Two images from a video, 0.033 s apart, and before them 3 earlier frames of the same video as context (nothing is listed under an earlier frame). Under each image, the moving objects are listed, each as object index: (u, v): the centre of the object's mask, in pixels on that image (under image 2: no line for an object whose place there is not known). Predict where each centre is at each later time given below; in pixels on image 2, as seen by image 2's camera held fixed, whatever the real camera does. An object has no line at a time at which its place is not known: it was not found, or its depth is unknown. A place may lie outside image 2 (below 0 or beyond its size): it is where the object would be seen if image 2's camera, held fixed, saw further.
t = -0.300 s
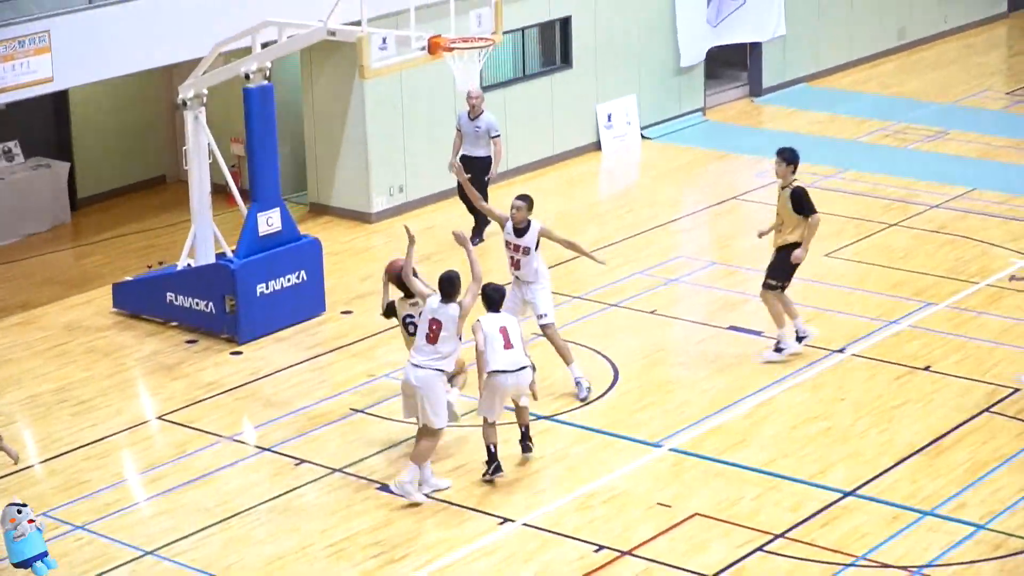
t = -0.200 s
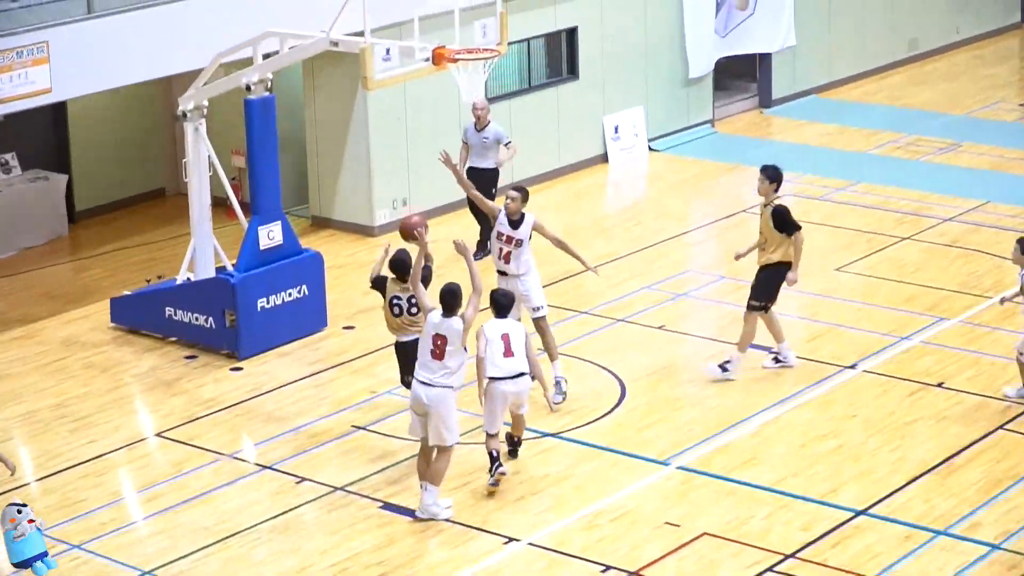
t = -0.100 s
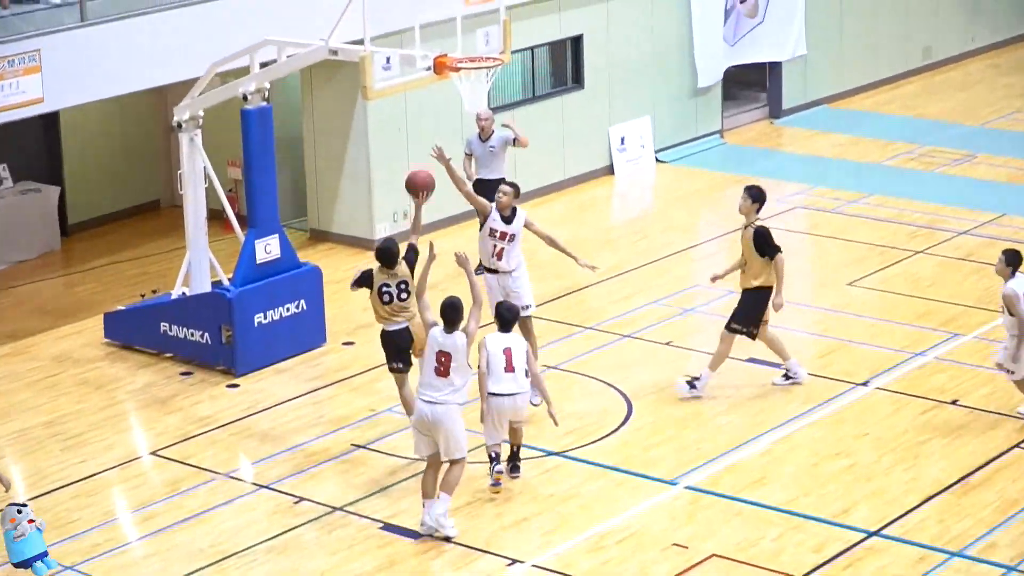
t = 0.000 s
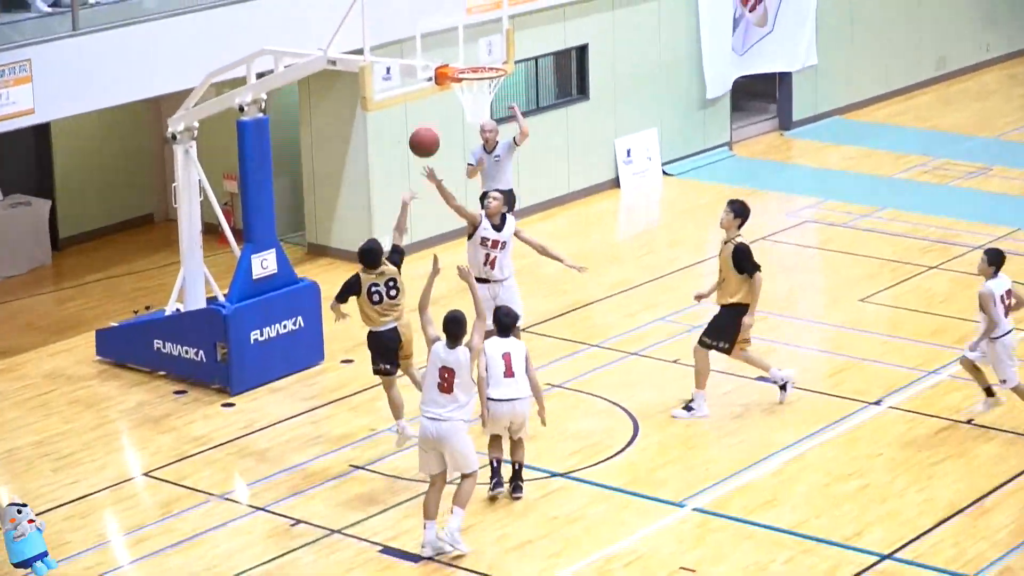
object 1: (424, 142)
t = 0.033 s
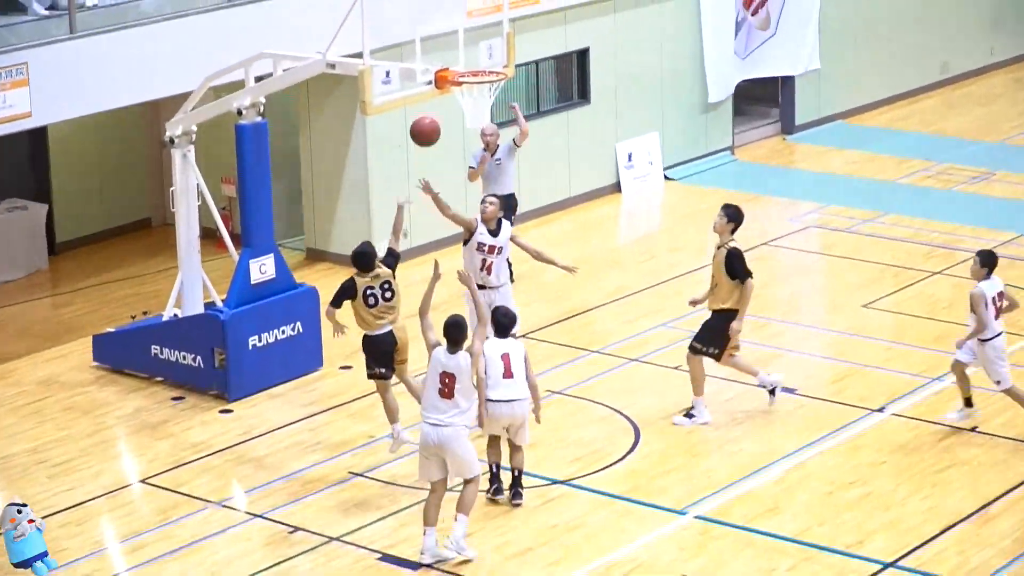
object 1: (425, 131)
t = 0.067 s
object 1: (426, 117)
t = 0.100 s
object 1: (427, 104)
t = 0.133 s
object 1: (428, 92)
